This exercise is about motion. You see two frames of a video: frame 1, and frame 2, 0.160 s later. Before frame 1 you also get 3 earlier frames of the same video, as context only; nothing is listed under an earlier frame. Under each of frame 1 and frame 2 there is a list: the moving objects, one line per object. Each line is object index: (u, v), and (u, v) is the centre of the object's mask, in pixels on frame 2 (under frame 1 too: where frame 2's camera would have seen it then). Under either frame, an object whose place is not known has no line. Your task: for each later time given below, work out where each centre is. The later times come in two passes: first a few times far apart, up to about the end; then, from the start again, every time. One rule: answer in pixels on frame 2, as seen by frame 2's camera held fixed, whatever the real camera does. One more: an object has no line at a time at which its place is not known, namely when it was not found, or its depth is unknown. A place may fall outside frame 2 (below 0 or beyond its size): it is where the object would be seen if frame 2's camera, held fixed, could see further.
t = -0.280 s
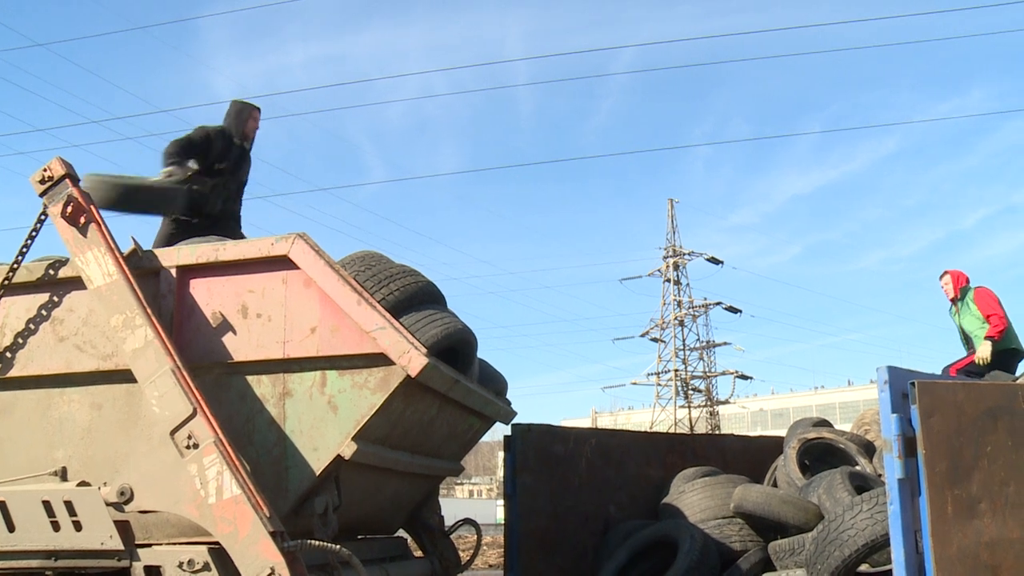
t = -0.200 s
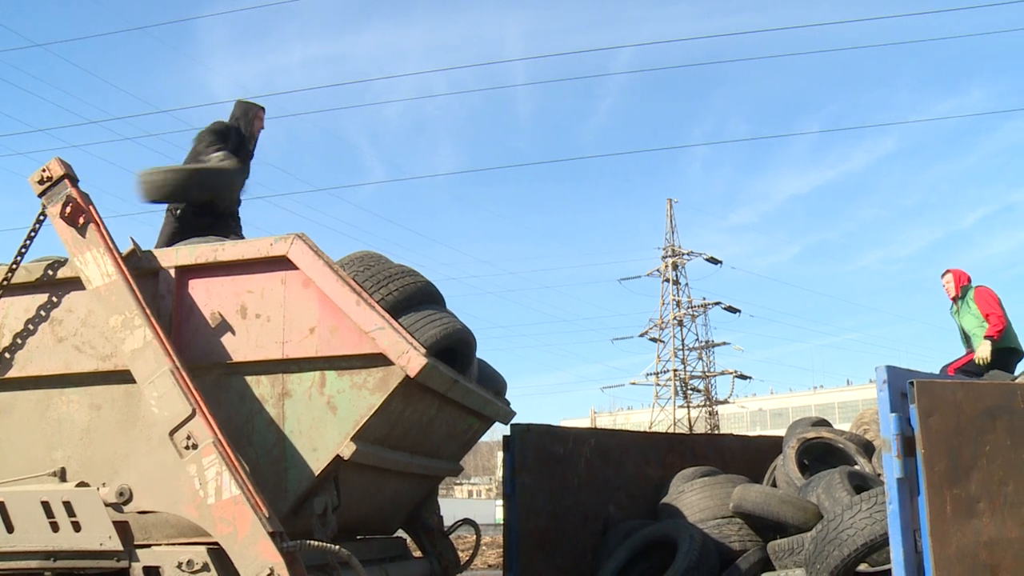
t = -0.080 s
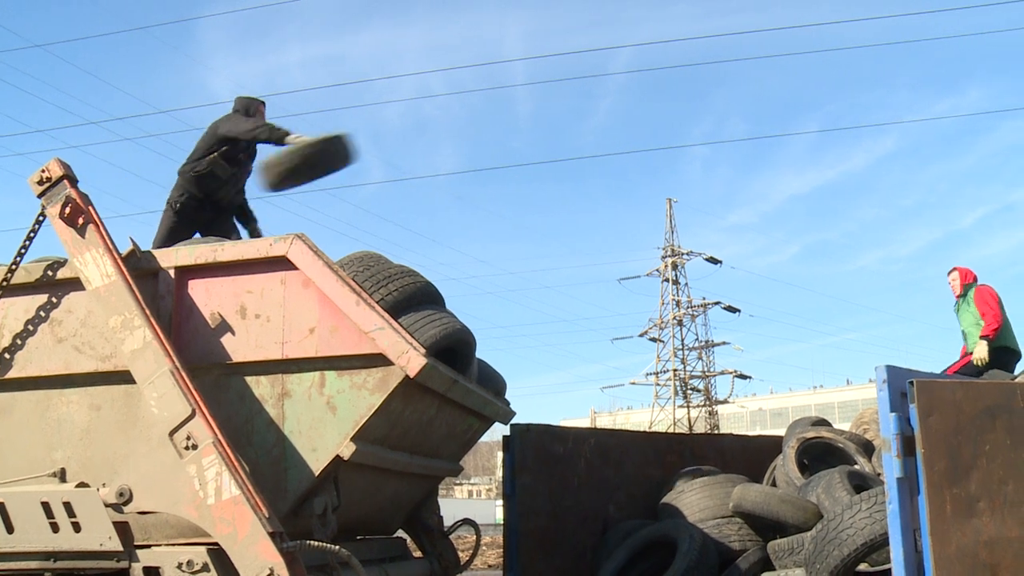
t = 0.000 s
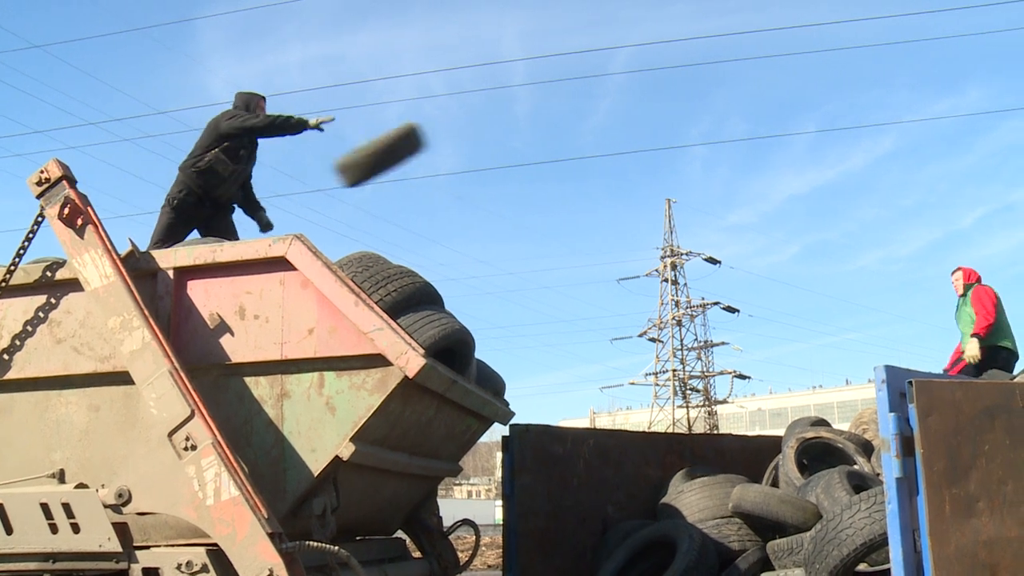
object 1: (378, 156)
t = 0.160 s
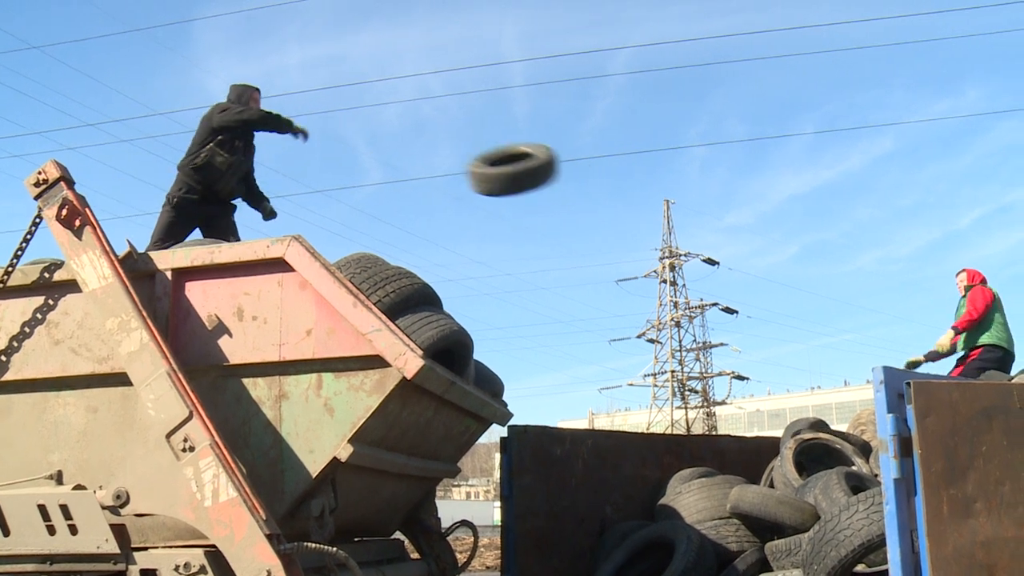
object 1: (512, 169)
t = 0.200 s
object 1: (543, 178)
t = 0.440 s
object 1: (713, 271)
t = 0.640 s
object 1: (839, 399)
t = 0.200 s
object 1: (543, 178)
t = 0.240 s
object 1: (573, 189)
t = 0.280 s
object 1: (602, 201)
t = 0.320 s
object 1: (630, 216)
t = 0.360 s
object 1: (659, 233)
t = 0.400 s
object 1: (687, 251)
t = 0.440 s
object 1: (713, 271)
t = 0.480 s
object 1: (739, 294)
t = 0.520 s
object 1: (766, 317)
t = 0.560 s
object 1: (791, 343)
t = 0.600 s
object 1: (816, 370)
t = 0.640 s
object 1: (839, 399)
